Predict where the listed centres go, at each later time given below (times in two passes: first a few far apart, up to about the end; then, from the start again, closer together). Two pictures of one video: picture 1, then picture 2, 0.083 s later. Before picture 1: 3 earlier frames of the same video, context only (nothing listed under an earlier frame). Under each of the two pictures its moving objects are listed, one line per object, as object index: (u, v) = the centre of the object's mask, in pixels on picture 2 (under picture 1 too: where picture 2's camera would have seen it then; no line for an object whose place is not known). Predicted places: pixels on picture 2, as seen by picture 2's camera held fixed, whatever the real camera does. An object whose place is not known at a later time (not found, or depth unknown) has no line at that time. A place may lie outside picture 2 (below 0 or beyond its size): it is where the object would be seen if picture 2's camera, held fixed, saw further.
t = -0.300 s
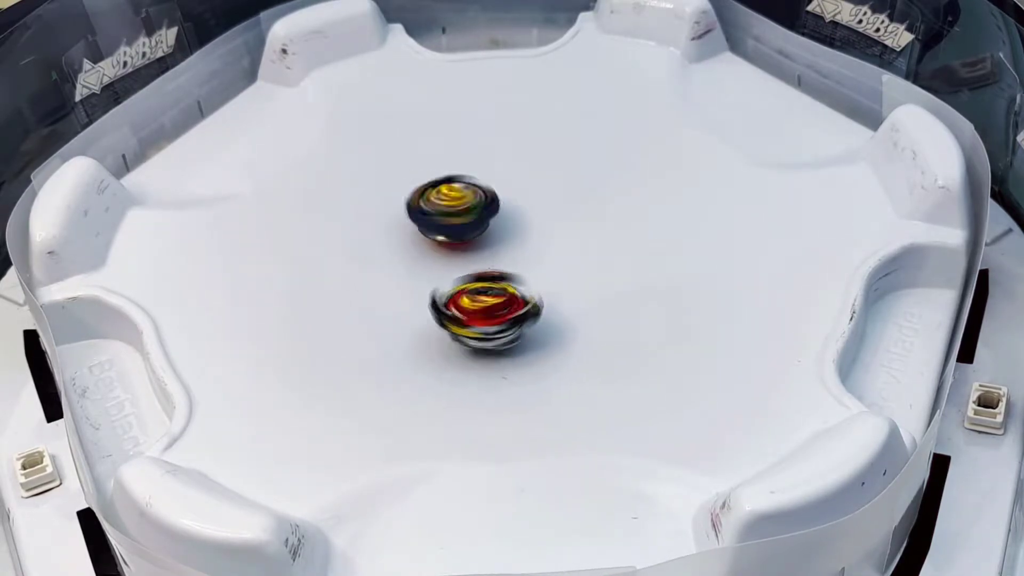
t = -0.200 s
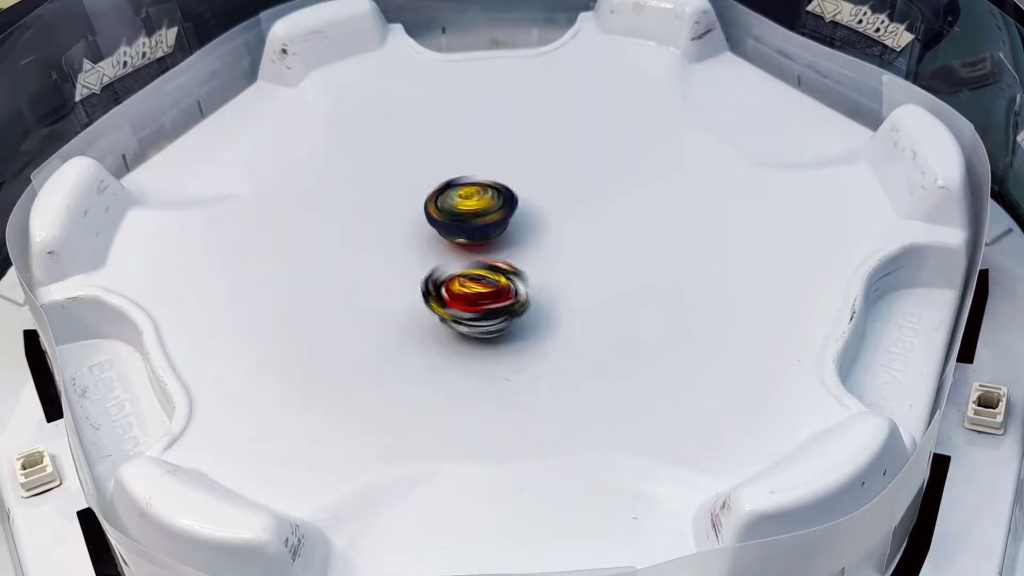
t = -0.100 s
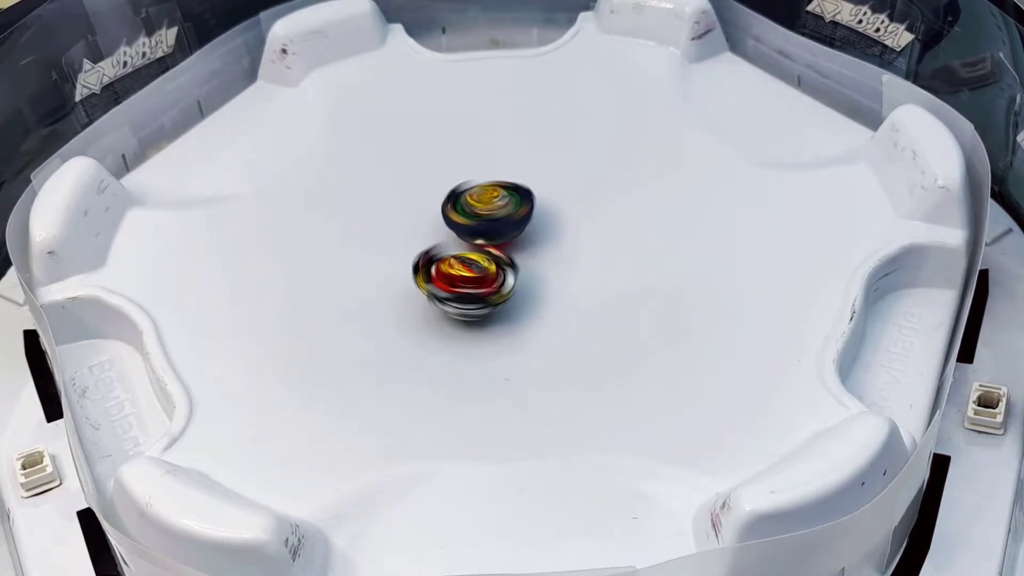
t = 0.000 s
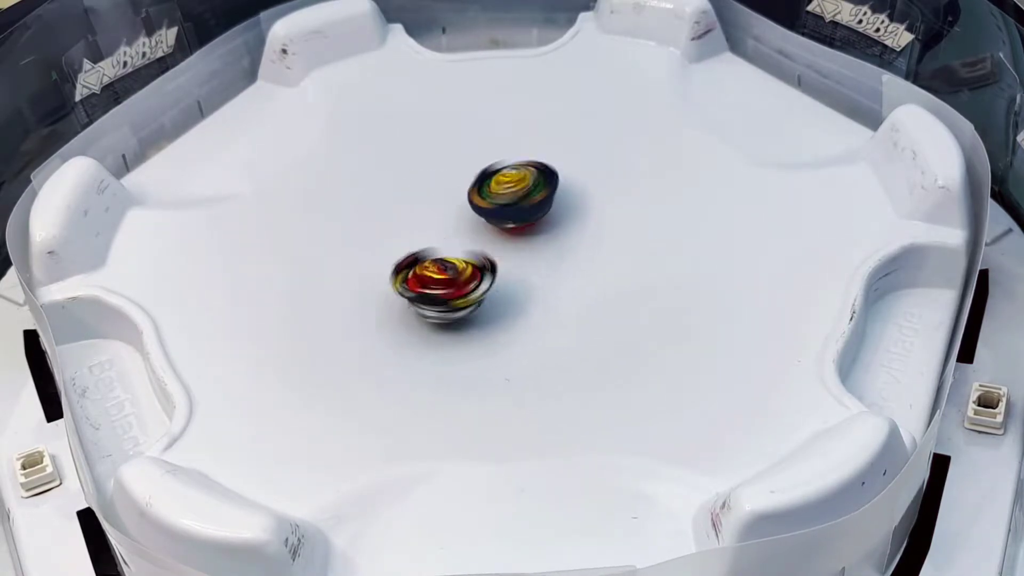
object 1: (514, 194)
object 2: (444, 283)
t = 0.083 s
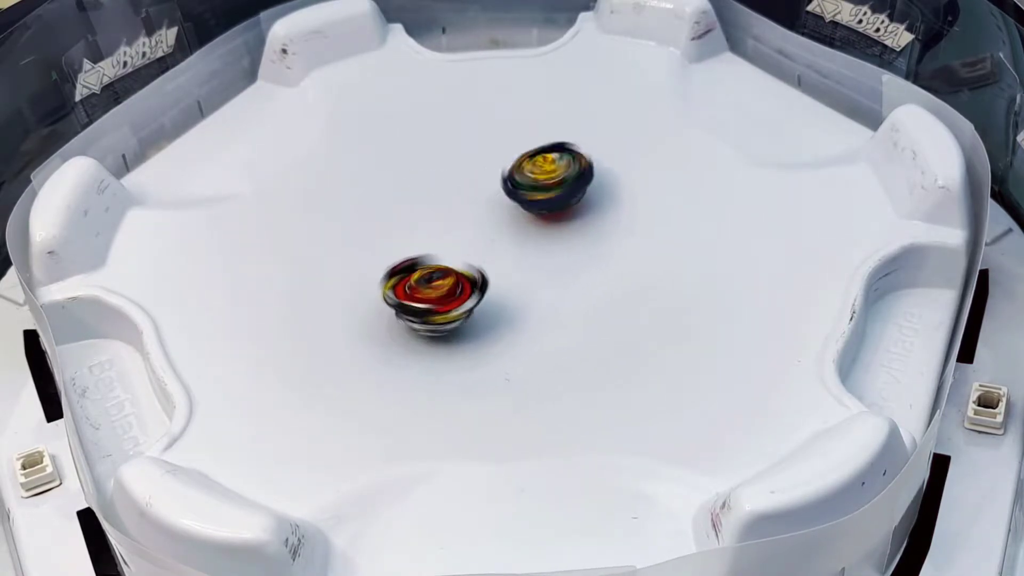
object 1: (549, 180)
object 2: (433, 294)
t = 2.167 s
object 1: (568, 268)
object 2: (470, 236)
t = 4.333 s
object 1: (413, 246)
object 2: (564, 228)
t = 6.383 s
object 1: (484, 237)
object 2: (544, 288)
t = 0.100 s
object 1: (556, 178)
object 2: (432, 296)
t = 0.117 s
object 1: (566, 176)
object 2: (432, 298)
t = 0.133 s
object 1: (573, 175)
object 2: (432, 299)
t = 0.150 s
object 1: (580, 174)
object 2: (433, 300)
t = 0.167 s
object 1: (585, 173)
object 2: (435, 301)
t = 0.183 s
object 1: (589, 175)
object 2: (438, 301)
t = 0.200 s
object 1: (591, 175)
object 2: (440, 302)
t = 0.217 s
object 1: (593, 175)
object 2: (443, 301)
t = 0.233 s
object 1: (594, 176)
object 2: (447, 300)
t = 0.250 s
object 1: (595, 176)
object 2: (450, 300)
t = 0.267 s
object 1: (596, 178)
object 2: (453, 298)
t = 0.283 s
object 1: (596, 179)
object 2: (457, 296)
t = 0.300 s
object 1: (597, 180)
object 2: (460, 294)
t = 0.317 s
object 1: (596, 181)
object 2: (463, 291)
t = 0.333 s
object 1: (595, 182)
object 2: (466, 288)
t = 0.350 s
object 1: (596, 183)
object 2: (469, 285)
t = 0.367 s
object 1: (594, 185)
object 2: (471, 282)
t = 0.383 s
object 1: (593, 186)
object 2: (473, 279)
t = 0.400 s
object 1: (593, 188)
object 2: (475, 276)
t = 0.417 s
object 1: (591, 190)
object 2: (477, 273)
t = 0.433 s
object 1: (591, 191)
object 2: (479, 269)
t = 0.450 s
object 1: (591, 193)
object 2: (480, 266)
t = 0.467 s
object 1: (590, 194)
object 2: (482, 262)
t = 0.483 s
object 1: (590, 196)
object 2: (483, 259)
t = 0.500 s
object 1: (589, 197)
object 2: (484, 255)
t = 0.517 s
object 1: (587, 199)
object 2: (485, 251)
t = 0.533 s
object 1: (587, 200)
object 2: (486, 247)
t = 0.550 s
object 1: (585, 202)
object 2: (486, 244)
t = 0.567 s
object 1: (583, 203)
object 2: (486, 240)
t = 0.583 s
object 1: (583, 205)
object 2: (487, 236)
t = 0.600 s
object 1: (580, 206)
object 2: (486, 232)
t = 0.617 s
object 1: (588, 204)
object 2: (476, 231)
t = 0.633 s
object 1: (595, 200)
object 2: (467, 231)
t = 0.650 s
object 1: (601, 199)
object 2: (458, 230)
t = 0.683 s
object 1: (607, 197)
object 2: (444, 227)
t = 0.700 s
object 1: (607, 197)
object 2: (439, 227)
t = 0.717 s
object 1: (607, 197)
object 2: (433, 226)
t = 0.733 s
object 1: (608, 198)
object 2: (430, 225)
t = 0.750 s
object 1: (607, 199)
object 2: (426, 225)
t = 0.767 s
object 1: (607, 201)
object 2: (422, 225)
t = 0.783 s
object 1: (607, 202)
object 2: (419, 225)
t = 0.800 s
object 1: (607, 203)
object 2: (416, 225)
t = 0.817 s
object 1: (607, 204)
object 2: (413, 225)
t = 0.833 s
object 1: (607, 205)
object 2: (410, 226)
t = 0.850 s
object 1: (606, 206)
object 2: (408, 227)
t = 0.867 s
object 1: (605, 208)
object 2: (405, 227)
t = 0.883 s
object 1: (605, 209)
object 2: (404, 229)
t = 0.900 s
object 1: (604, 210)
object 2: (403, 231)
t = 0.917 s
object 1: (603, 212)
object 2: (403, 232)
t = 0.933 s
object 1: (603, 213)
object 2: (403, 234)
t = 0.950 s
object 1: (602, 214)
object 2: (405, 236)
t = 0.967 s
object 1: (600, 216)
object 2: (407, 238)
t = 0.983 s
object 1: (599, 217)
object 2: (409, 239)
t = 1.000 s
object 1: (598, 218)
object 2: (412, 241)
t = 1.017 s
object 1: (596, 220)
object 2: (416, 242)
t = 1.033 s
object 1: (595, 221)
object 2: (419, 243)
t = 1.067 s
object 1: (592, 225)
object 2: (429, 245)
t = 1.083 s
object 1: (591, 226)
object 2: (433, 246)
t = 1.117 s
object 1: (587, 230)
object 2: (444, 248)
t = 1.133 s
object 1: (586, 232)
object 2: (450, 249)
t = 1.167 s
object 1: (582, 235)
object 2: (462, 249)
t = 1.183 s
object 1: (580, 237)
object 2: (468, 249)
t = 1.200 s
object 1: (578, 238)
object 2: (475, 249)
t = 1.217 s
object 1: (582, 239)
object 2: (475, 249)
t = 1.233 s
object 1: (587, 239)
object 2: (474, 249)
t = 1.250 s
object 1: (592, 239)
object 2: (470, 249)
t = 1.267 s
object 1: (594, 240)
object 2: (469, 250)
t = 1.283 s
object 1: (597, 241)
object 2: (468, 250)
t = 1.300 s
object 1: (597, 242)
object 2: (467, 250)
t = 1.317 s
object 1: (597, 244)
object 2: (467, 250)
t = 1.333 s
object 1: (598, 245)
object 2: (467, 250)
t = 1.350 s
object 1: (598, 246)
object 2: (468, 250)
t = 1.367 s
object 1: (597, 247)
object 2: (468, 250)
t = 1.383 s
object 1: (596, 248)
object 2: (469, 250)
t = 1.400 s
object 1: (596, 249)
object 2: (470, 250)
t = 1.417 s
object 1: (595, 250)
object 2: (471, 250)
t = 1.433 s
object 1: (594, 251)
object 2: (473, 250)
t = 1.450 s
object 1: (594, 252)
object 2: (475, 250)
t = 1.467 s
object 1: (594, 253)
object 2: (477, 249)
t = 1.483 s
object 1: (593, 254)
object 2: (478, 248)
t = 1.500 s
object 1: (593, 255)
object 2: (480, 247)
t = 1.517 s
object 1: (592, 256)
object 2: (483, 247)
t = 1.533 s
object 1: (591, 256)
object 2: (485, 246)
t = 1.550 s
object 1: (591, 257)
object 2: (486, 245)
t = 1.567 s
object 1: (590, 258)
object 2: (489, 244)
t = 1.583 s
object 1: (592, 259)
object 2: (488, 243)
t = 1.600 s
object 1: (600, 261)
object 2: (482, 240)
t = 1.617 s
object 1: (605, 262)
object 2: (477, 236)
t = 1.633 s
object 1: (609, 263)
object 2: (470, 234)
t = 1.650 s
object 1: (610, 263)
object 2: (465, 232)
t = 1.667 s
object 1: (611, 264)
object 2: (461, 230)
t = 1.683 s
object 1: (611, 264)
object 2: (457, 228)
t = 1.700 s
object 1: (610, 265)
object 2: (453, 226)
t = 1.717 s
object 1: (610, 266)
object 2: (449, 226)
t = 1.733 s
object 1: (609, 266)
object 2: (446, 225)
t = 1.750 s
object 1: (609, 267)
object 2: (443, 224)
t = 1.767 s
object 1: (608, 267)
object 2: (440, 223)
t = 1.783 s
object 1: (607, 267)
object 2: (437, 222)
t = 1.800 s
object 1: (606, 267)
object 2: (436, 222)
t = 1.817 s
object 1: (605, 268)
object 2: (433, 222)
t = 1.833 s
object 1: (604, 268)
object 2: (432, 221)
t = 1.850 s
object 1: (604, 267)
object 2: (429, 221)
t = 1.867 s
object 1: (603, 267)
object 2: (427, 220)
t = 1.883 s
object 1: (603, 268)
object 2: (426, 221)
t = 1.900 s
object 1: (601, 268)
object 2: (425, 222)
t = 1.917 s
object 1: (600, 268)
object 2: (425, 222)
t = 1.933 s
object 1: (598, 267)
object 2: (426, 223)
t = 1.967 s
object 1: (595, 268)
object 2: (427, 225)
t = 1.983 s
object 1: (593, 267)
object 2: (429, 227)
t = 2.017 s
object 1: (590, 267)
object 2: (434, 228)
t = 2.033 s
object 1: (588, 268)
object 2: (437, 230)
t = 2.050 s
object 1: (586, 268)
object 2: (440, 231)
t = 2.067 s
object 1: (584, 268)
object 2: (443, 232)
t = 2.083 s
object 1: (582, 268)
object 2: (447, 233)
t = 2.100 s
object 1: (579, 269)
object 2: (451, 234)
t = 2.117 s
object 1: (577, 268)
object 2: (456, 234)
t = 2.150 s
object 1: (573, 268)
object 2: (464, 236)
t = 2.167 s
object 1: (568, 268)
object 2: (470, 236)
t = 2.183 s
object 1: (564, 269)
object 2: (475, 237)
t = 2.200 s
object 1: (572, 270)
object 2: (471, 234)
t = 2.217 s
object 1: (578, 272)
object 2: (466, 231)
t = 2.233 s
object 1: (586, 273)
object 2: (461, 228)
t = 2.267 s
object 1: (596, 275)
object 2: (456, 223)
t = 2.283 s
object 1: (600, 275)
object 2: (454, 222)
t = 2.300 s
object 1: (600, 276)
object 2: (452, 221)
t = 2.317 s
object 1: (601, 276)
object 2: (451, 219)
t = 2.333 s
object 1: (601, 276)
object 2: (449, 218)
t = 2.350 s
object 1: (601, 276)
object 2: (447, 217)
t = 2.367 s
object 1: (599, 276)
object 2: (446, 217)
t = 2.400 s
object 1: (595, 277)
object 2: (443, 214)
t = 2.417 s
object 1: (593, 278)
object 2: (442, 215)
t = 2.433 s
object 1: (591, 278)
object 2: (441, 214)
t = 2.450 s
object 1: (589, 279)
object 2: (442, 214)
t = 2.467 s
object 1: (588, 279)
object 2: (442, 214)
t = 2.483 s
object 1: (586, 280)
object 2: (442, 215)
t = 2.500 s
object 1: (584, 280)
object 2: (443, 216)
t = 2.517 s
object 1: (583, 281)
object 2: (444, 216)
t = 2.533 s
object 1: (581, 281)
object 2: (446, 216)
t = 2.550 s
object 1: (580, 281)
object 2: (448, 218)
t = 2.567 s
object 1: (578, 282)
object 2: (450, 219)
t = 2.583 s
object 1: (576, 282)
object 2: (452, 220)
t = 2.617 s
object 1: (573, 283)
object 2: (458, 221)
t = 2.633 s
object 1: (571, 283)
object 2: (461, 222)
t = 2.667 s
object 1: (568, 284)
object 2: (468, 223)
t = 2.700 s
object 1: (564, 285)
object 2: (475, 225)
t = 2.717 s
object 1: (562, 285)
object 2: (479, 226)
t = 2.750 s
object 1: (559, 285)
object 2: (487, 227)
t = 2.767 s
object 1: (557, 286)
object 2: (491, 228)
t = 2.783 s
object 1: (555, 286)
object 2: (495, 228)
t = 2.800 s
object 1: (552, 286)
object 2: (500, 226)
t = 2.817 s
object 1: (548, 287)
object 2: (502, 226)
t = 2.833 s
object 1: (546, 288)
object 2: (506, 225)
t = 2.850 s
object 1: (546, 292)
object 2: (509, 223)
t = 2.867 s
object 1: (544, 295)
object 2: (511, 221)
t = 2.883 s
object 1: (541, 298)
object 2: (513, 218)
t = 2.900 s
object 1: (539, 301)
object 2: (513, 215)
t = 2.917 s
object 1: (536, 304)
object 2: (515, 213)
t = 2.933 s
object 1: (532, 305)
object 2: (516, 211)
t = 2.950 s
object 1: (528, 306)
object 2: (515, 209)
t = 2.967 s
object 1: (524, 308)
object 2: (516, 206)
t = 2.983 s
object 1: (523, 309)
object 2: (516, 205)
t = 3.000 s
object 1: (518, 310)
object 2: (517, 204)
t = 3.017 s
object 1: (515, 310)
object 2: (517, 203)
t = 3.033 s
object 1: (512, 311)
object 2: (516, 202)
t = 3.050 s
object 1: (510, 311)
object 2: (516, 201)
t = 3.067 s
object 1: (511, 312)
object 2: (515, 199)
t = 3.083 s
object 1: (509, 312)
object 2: (514, 199)
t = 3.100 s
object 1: (507, 311)
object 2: (514, 199)
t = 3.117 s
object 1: (505, 311)
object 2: (512, 198)
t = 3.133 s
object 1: (504, 311)
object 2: (511, 199)
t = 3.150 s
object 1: (503, 311)
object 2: (511, 200)
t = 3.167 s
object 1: (501, 310)
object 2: (509, 201)
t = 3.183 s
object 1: (499, 310)
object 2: (507, 202)
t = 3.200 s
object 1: (498, 310)
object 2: (507, 205)
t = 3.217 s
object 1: (497, 310)
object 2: (507, 206)
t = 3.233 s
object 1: (496, 309)
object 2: (506, 208)
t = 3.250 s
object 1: (494, 310)
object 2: (506, 211)
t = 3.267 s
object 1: (492, 309)
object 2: (505, 213)
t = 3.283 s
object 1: (492, 309)
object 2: (505, 215)
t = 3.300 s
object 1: (491, 308)
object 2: (505, 219)
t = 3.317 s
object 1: (489, 308)
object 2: (505, 221)
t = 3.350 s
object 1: (487, 307)
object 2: (505, 227)
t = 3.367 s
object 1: (486, 307)
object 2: (506, 230)
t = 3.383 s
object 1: (485, 306)
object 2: (507, 232)
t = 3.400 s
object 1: (483, 307)
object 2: (507, 237)
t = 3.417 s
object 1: (482, 306)
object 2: (509, 236)
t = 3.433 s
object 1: (480, 307)
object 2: (511, 238)
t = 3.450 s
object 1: (478, 314)
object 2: (517, 237)
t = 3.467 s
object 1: (475, 318)
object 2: (522, 232)
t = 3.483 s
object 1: (472, 321)
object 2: (524, 228)
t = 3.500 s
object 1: (469, 325)
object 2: (526, 224)
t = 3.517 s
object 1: (466, 326)
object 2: (528, 222)
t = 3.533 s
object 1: (463, 326)
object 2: (531, 219)
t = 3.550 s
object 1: (460, 327)
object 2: (532, 215)
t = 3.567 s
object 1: (460, 327)
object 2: (533, 213)
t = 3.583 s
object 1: (459, 327)
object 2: (534, 211)
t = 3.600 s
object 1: (458, 326)
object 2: (536, 208)
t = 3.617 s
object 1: (457, 325)
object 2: (537, 208)
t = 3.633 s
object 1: (455, 324)
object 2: (537, 205)
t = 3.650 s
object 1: (454, 323)
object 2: (537, 203)
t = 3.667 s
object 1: (454, 322)
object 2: (537, 202)
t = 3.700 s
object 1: (451, 320)
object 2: (537, 200)
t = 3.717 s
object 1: (449, 320)
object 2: (536, 198)
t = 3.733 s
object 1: (448, 319)
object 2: (535, 199)
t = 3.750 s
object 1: (448, 319)
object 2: (533, 198)
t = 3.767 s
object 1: (447, 318)
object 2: (532, 199)
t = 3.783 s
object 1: (446, 318)
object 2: (532, 199)
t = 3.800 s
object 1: (444, 318)
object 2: (531, 200)
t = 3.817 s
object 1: (444, 316)
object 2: (530, 203)
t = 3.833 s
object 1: (443, 315)
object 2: (528, 203)
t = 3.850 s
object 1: (443, 314)
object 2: (526, 206)
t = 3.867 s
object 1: (443, 313)
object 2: (526, 207)
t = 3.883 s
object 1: (442, 311)
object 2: (525, 210)
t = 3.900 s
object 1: (443, 307)
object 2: (525, 212)
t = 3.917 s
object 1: (444, 304)
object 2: (523, 214)
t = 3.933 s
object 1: (443, 301)
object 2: (523, 218)
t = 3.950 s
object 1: (443, 298)
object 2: (522, 219)
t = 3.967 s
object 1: (442, 295)
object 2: (523, 223)
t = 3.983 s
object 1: (443, 290)
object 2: (522, 225)
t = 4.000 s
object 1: (444, 286)
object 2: (521, 228)
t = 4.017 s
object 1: (445, 282)
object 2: (522, 231)
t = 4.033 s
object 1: (444, 278)
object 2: (522, 233)
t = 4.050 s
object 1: (437, 276)
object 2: (529, 231)
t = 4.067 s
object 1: (431, 274)
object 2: (536, 229)
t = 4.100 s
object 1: (422, 271)
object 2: (544, 228)
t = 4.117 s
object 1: (419, 268)
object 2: (546, 228)
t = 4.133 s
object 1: (417, 266)
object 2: (549, 227)
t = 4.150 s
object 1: (416, 263)
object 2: (553, 227)
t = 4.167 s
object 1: (415, 262)
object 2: (557, 225)
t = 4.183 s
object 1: (415, 259)
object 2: (560, 226)
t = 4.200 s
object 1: (415, 257)
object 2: (561, 226)
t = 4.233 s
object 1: (412, 254)
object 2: (561, 225)
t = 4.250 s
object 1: (412, 252)
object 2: (565, 226)
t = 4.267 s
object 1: (412, 251)
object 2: (567, 225)
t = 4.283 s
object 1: (413, 250)
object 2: (569, 226)
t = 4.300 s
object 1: (413, 249)
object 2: (567, 227)
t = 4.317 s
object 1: (414, 247)
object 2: (565, 229)
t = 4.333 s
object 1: (413, 246)
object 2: (564, 228)
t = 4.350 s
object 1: (413, 246)
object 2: (565, 229)
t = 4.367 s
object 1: (412, 245)
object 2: (566, 229)
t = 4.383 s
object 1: (412, 245)
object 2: (567, 230)
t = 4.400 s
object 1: (412, 245)
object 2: (564, 231)
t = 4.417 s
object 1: (413, 244)
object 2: (559, 233)
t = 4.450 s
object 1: (416, 243)
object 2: (554, 235)
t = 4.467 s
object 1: (416, 243)
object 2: (552, 235)
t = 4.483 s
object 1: (417, 242)
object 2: (552, 236)
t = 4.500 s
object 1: (417, 242)
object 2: (549, 237)
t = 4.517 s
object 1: (418, 241)
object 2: (544, 238)
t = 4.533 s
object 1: (418, 241)
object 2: (539, 240)
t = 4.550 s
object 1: (418, 241)
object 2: (534, 241)
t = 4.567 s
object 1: (417, 241)
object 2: (532, 241)
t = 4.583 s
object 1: (417, 240)
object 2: (529, 240)
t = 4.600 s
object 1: (416, 240)
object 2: (528, 241)
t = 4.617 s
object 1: (417, 239)
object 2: (525, 241)
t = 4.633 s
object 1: (417, 239)
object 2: (521, 241)
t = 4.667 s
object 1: (410, 238)
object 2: (520, 241)
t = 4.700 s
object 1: (406, 234)
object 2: (519, 239)
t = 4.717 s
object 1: (406, 234)
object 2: (516, 240)
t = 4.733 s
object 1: (406, 232)
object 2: (514, 240)
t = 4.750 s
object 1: (404, 231)
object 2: (516, 239)
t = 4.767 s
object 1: (404, 231)
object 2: (519, 239)
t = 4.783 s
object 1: (404, 231)
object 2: (521, 239)
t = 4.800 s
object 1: (404, 231)
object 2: (522, 239)
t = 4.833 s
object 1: (404, 231)
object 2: (516, 240)
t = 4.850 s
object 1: (406, 231)
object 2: (514, 240)
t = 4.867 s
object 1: (408, 231)
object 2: (514, 239)
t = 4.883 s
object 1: (411, 230)
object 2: (517, 239)
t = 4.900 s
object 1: (413, 229)
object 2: (518, 239)
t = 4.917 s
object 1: (415, 229)
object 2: (519, 239)
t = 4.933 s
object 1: (415, 228)
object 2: (517, 240)
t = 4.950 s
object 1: (417, 229)
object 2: (513, 239)
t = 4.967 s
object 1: (417, 228)
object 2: (512, 241)
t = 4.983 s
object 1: (413, 225)
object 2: (514, 241)
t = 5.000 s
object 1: (410, 222)
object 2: (518, 240)
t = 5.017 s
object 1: (410, 221)
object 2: (522, 241)
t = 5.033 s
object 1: (411, 222)
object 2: (524, 242)
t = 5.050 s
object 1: (412, 221)
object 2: (525, 243)
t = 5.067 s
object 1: (414, 221)
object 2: (524, 245)
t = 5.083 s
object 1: (416, 221)
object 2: (522, 246)
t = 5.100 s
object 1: (418, 220)
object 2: (518, 248)
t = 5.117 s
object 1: (419, 219)
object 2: (516, 249)
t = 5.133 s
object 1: (421, 219)
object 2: (516, 248)
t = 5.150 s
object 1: (421, 219)
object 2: (516, 247)
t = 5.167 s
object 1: (423, 219)
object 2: (515, 247)
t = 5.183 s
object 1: (426, 219)
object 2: (515, 247)
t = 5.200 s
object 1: (428, 219)
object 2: (516, 247)
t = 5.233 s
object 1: (428, 219)
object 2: (519, 249)
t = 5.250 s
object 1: (429, 218)
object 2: (521, 250)
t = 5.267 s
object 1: (430, 217)
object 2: (521, 253)
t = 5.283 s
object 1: (432, 217)
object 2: (518, 254)
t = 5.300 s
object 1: (436, 217)
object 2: (513, 256)
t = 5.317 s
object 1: (439, 216)
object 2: (508, 257)
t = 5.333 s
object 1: (436, 215)
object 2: (509, 259)
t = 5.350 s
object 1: (432, 212)
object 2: (515, 263)
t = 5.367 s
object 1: (430, 206)
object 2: (520, 267)
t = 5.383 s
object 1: (430, 201)
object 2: (524, 269)
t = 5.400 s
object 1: (432, 197)
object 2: (528, 271)
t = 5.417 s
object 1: (435, 195)
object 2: (531, 273)
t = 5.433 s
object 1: (437, 193)
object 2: (534, 274)
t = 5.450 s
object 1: (439, 192)
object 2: (539, 275)
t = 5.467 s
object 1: (440, 191)
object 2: (541, 276)
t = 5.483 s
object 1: (441, 190)
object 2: (541, 276)
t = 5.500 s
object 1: (443, 189)
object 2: (542, 277)
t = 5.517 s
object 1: (445, 188)
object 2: (541, 278)
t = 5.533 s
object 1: (448, 188)
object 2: (540, 280)
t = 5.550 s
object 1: (451, 188)
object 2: (539, 282)
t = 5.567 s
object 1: (454, 188)
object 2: (538, 283)
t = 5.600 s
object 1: (460, 189)
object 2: (538, 284)
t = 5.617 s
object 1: (465, 189)
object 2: (538, 285)
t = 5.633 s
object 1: (468, 190)
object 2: (538, 285)
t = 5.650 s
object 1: (472, 190)
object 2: (537, 285)
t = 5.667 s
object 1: (477, 192)
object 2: (537, 285)
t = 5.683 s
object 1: (481, 194)
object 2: (536, 284)
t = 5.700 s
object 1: (485, 196)
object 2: (536, 284)
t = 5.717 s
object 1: (490, 199)
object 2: (536, 283)
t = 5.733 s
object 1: (494, 202)
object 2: (535, 283)
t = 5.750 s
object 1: (498, 206)
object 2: (535, 282)
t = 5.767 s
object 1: (502, 209)
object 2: (534, 282)
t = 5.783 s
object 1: (506, 214)
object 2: (534, 282)
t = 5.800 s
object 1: (509, 219)
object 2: (534, 282)
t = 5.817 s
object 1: (509, 221)
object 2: (536, 284)
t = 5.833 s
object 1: (507, 223)
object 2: (538, 285)
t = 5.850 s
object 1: (504, 223)
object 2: (540, 287)
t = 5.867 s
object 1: (502, 224)
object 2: (542, 287)
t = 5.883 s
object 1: (501, 224)
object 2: (543, 287)
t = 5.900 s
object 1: (500, 225)
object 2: (544, 288)
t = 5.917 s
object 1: (501, 228)
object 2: (545, 288)
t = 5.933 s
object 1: (500, 230)
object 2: (546, 289)
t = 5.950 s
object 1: (499, 231)
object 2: (546, 289)
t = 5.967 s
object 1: (498, 233)
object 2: (545, 288)
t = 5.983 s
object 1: (496, 234)
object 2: (547, 290)
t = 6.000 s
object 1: (494, 234)
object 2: (544, 288)
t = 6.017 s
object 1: (491, 234)
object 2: (543, 287)
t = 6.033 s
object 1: (489, 235)
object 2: (543, 287)
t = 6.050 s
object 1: (487, 236)
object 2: (543, 287)
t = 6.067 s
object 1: (485, 237)
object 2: (543, 287)
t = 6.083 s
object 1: (483, 238)
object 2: (544, 288)
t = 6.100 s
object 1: (482, 238)
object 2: (544, 288)
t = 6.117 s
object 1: (481, 238)
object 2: (543, 288)
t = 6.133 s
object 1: (480, 237)
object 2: (544, 288)
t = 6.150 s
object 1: (479, 237)
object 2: (543, 287)
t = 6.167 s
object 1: (479, 237)
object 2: (543, 287)
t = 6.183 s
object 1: (479, 237)
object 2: (543, 287)
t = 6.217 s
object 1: (479, 237)
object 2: (543, 288)
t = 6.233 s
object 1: (479, 237)
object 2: (544, 288)
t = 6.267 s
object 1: (479, 237)
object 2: (544, 288)
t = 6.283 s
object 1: (480, 237)
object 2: (544, 288)
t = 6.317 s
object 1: (481, 237)
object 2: (544, 288)
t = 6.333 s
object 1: (482, 237)
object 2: (543, 287)
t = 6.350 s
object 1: (482, 237)
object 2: (543, 287)
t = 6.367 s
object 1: (483, 237)
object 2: (544, 288)
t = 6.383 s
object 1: (484, 237)
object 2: (544, 288)
